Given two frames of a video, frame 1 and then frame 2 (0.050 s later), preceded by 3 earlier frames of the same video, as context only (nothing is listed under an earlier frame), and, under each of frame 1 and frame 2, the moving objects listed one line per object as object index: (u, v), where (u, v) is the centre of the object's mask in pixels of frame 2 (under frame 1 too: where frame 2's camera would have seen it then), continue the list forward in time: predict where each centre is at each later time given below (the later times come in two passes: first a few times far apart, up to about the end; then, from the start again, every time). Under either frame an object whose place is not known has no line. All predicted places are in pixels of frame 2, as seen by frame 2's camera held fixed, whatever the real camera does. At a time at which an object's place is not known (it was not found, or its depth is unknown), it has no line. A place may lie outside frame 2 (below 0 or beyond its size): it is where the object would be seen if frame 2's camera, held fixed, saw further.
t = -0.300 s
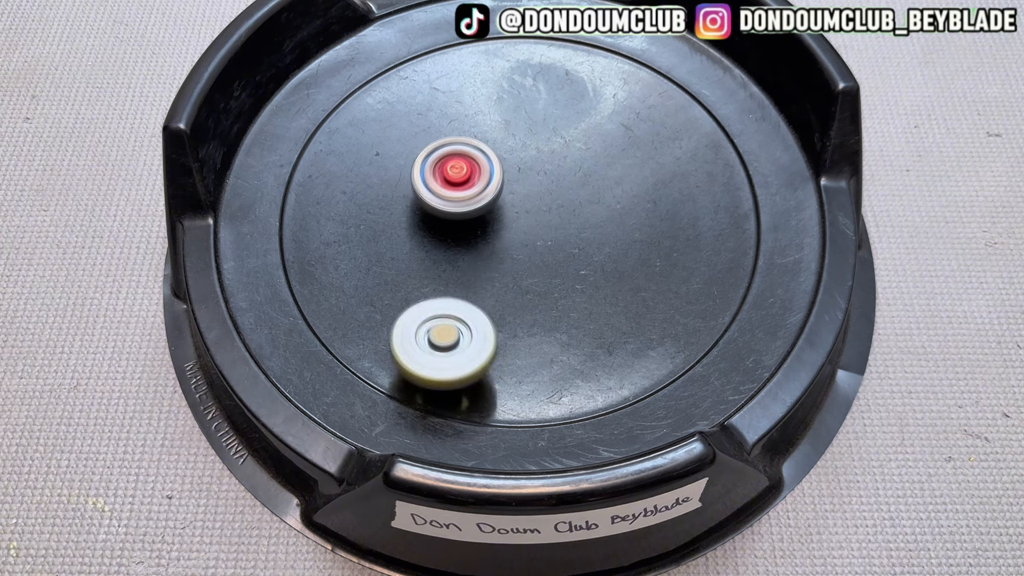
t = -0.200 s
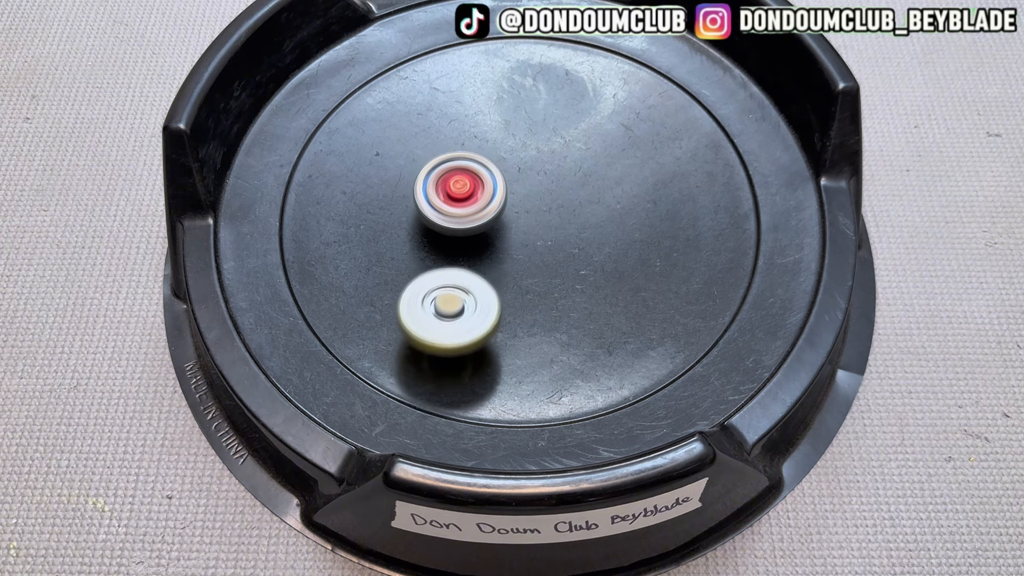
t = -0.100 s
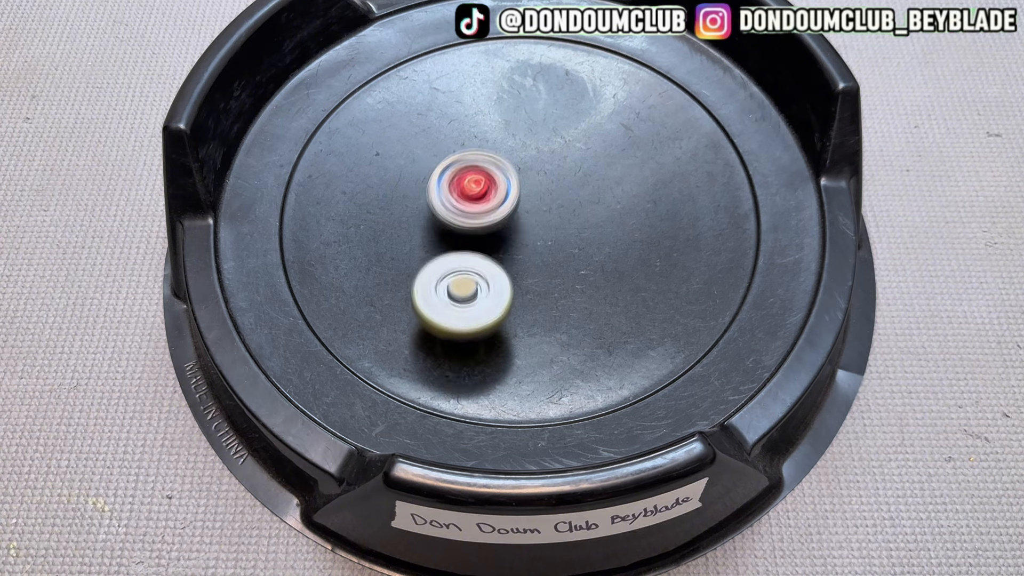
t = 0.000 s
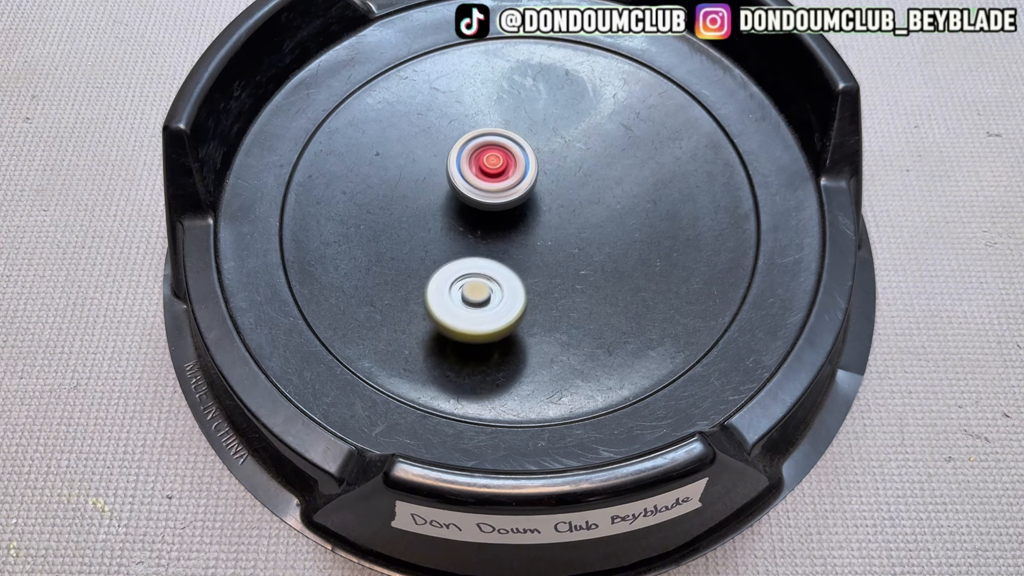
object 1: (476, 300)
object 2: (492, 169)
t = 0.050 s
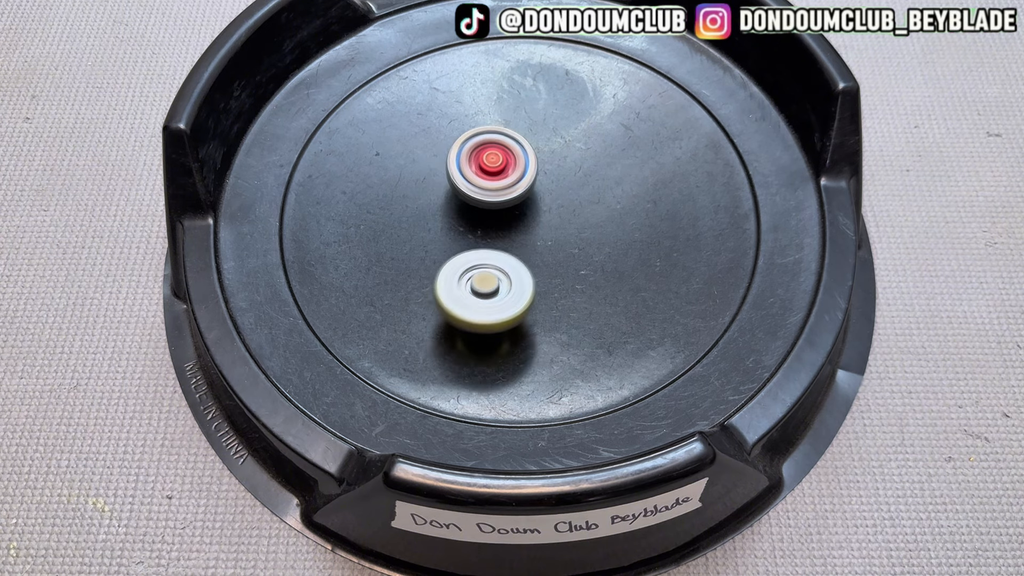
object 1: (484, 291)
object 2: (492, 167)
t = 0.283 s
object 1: (545, 265)
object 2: (486, 165)
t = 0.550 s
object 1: (617, 258)
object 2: (495, 175)
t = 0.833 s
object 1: (600, 257)
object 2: (525, 187)
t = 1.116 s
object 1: (631, 346)
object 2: (450, 118)
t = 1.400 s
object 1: (519, 266)
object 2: (427, 175)
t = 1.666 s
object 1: (841, 377)
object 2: (380, 112)
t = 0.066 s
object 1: (487, 288)
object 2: (491, 167)
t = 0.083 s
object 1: (490, 287)
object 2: (491, 166)
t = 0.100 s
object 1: (493, 286)
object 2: (491, 166)
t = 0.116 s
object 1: (497, 286)
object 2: (490, 165)
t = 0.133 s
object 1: (501, 284)
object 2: (490, 165)
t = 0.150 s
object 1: (506, 282)
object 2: (489, 165)
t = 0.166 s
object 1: (511, 278)
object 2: (489, 165)
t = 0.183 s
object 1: (515, 276)
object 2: (488, 165)
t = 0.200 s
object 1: (520, 274)
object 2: (488, 165)
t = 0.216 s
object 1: (525, 272)
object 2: (487, 164)
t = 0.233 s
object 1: (530, 270)
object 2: (487, 164)
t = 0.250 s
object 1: (535, 268)
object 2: (486, 165)
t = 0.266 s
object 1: (540, 267)
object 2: (486, 164)
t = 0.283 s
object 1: (545, 265)
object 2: (486, 165)
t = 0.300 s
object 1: (550, 265)
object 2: (486, 165)
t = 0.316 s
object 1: (555, 263)
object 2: (486, 166)
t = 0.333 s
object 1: (559, 262)
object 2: (486, 166)
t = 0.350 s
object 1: (564, 261)
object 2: (486, 167)
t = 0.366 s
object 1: (569, 260)
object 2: (486, 167)
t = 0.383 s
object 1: (574, 260)
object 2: (486, 168)
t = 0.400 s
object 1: (578, 259)
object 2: (487, 168)
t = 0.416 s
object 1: (583, 258)
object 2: (487, 169)
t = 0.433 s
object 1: (588, 258)
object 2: (488, 170)
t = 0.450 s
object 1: (592, 258)
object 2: (489, 171)
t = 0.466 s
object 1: (596, 257)
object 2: (490, 172)
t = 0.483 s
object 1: (600, 257)
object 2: (491, 173)
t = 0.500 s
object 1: (605, 257)
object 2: (491, 173)
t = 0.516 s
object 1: (609, 257)
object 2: (492, 174)
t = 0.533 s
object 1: (613, 257)
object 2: (494, 174)
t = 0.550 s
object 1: (617, 258)
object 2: (495, 175)
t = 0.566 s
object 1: (621, 258)
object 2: (496, 176)
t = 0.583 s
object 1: (624, 259)
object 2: (498, 177)
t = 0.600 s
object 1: (628, 260)
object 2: (500, 178)
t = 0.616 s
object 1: (630, 262)
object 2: (501, 179)
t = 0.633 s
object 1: (632, 263)
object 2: (503, 180)
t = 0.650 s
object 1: (633, 265)
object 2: (504, 181)
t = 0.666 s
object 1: (633, 267)
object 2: (506, 182)
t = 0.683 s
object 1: (632, 269)
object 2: (508, 183)
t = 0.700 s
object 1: (630, 270)
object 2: (510, 184)
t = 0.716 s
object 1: (627, 270)
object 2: (512, 184)
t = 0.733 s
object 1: (622, 269)
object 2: (514, 185)
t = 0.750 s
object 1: (618, 268)
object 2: (516, 186)
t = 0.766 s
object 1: (614, 266)
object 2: (518, 186)
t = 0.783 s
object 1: (610, 263)
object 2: (520, 186)
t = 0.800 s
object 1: (607, 261)
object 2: (522, 186)
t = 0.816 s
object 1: (604, 259)
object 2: (523, 186)
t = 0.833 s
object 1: (600, 257)
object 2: (525, 187)
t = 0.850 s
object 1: (595, 255)
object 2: (527, 187)
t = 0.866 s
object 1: (591, 253)
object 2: (529, 187)
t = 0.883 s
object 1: (587, 251)
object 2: (530, 186)
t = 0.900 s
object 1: (596, 261)
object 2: (524, 176)
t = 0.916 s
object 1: (610, 278)
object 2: (515, 162)
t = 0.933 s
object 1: (622, 291)
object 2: (506, 149)
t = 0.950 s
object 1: (633, 304)
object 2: (498, 140)
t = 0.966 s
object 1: (642, 315)
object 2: (491, 132)
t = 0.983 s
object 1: (650, 324)
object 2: (484, 125)
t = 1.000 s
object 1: (655, 332)
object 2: (479, 120)
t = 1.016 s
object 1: (658, 337)
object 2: (474, 116)
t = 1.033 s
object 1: (658, 341)
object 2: (470, 114)
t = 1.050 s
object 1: (656, 343)
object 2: (466, 113)
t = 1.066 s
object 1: (651, 345)
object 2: (461, 114)
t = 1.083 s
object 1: (646, 345)
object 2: (457, 115)
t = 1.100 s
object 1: (638, 346)
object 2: (454, 116)
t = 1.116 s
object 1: (631, 346)
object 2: (450, 118)
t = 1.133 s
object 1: (622, 345)
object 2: (447, 120)
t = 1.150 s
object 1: (613, 343)
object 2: (444, 123)
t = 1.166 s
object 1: (605, 341)
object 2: (441, 125)
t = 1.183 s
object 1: (598, 338)
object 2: (438, 128)
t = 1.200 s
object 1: (590, 335)
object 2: (435, 131)
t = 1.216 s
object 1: (583, 331)
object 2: (433, 134)
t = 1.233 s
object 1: (577, 327)
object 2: (431, 137)
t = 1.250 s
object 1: (570, 322)
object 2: (429, 140)
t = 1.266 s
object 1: (564, 317)
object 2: (427, 144)
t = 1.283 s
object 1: (557, 311)
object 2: (425, 148)
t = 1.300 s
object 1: (550, 306)
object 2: (424, 151)
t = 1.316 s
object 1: (544, 300)
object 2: (424, 156)
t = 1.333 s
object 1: (538, 294)
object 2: (423, 159)
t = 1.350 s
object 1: (532, 287)
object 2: (424, 163)
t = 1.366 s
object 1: (528, 280)
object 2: (425, 167)
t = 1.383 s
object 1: (523, 273)
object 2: (426, 171)
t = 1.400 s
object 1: (519, 266)
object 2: (427, 175)
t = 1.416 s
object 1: (516, 259)
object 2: (429, 180)
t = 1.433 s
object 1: (513, 251)
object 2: (431, 184)
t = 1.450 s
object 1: (510, 244)
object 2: (434, 188)
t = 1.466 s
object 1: (530, 252)
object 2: (424, 179)
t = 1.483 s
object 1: (570, 272)
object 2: (400, 157)
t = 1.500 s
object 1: (608, 290)
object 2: (377, 135)
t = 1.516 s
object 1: (645, 306)
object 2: (356, 115)
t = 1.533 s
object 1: (681, 321)
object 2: (337, 96)
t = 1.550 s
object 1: (714, 332)
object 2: (320, 77)
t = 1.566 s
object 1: (746, 343)
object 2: (315, 69)
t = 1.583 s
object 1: (774, 353)
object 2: (323, 69)
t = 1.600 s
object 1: (791, 353)
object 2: (332, 71)
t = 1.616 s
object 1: (806, 355)
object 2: (342, 77)
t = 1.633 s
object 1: (819, 359)
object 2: (355, 88)
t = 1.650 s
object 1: (830, 365)
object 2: (368, 103)
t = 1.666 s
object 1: (841, 377)
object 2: (380, 112)
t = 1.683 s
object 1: (848, 388)
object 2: (392, 116)
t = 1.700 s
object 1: (861, 400)
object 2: (405, 124)
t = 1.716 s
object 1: (895, 412)
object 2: (420, 137)
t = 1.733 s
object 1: (929, 426)
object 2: (431, 147)
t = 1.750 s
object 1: (957, 440)
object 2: (442, 154)
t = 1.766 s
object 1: (981, 457)
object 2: (454, 163)
